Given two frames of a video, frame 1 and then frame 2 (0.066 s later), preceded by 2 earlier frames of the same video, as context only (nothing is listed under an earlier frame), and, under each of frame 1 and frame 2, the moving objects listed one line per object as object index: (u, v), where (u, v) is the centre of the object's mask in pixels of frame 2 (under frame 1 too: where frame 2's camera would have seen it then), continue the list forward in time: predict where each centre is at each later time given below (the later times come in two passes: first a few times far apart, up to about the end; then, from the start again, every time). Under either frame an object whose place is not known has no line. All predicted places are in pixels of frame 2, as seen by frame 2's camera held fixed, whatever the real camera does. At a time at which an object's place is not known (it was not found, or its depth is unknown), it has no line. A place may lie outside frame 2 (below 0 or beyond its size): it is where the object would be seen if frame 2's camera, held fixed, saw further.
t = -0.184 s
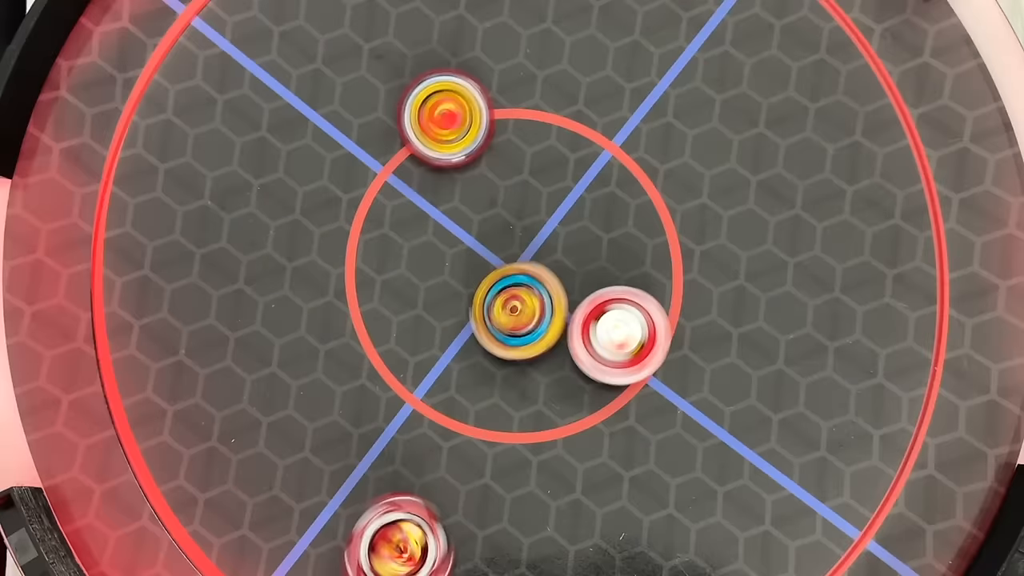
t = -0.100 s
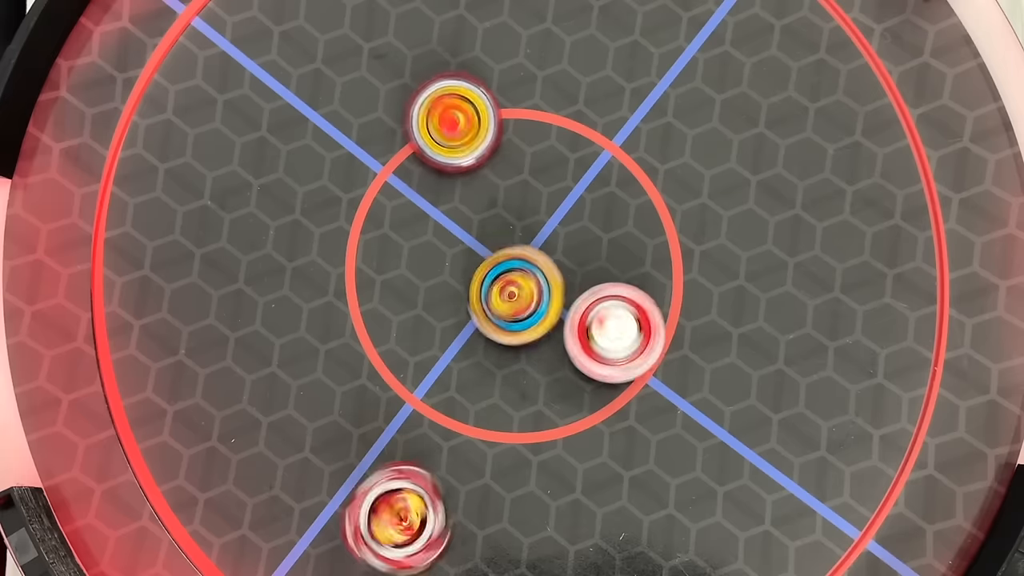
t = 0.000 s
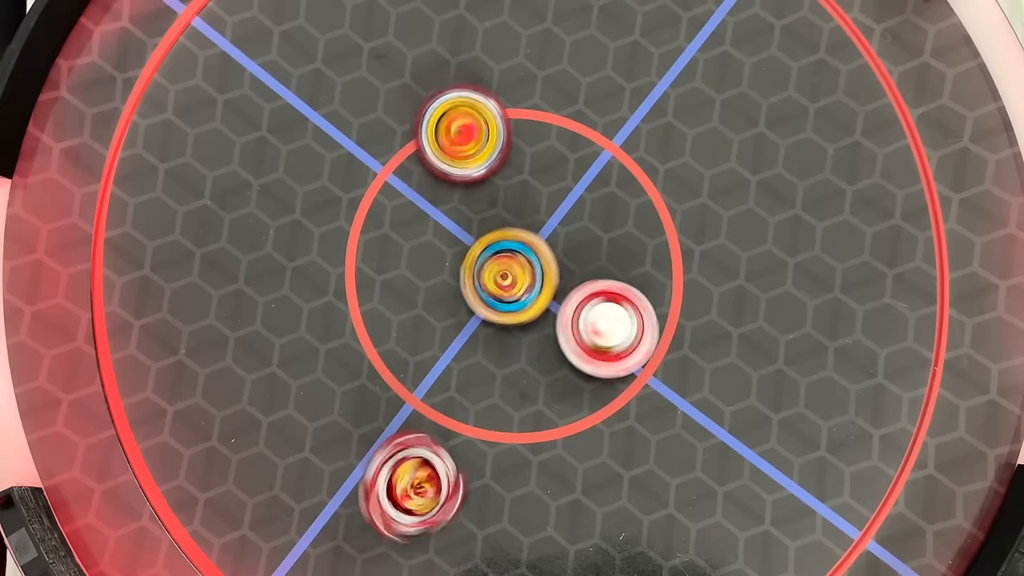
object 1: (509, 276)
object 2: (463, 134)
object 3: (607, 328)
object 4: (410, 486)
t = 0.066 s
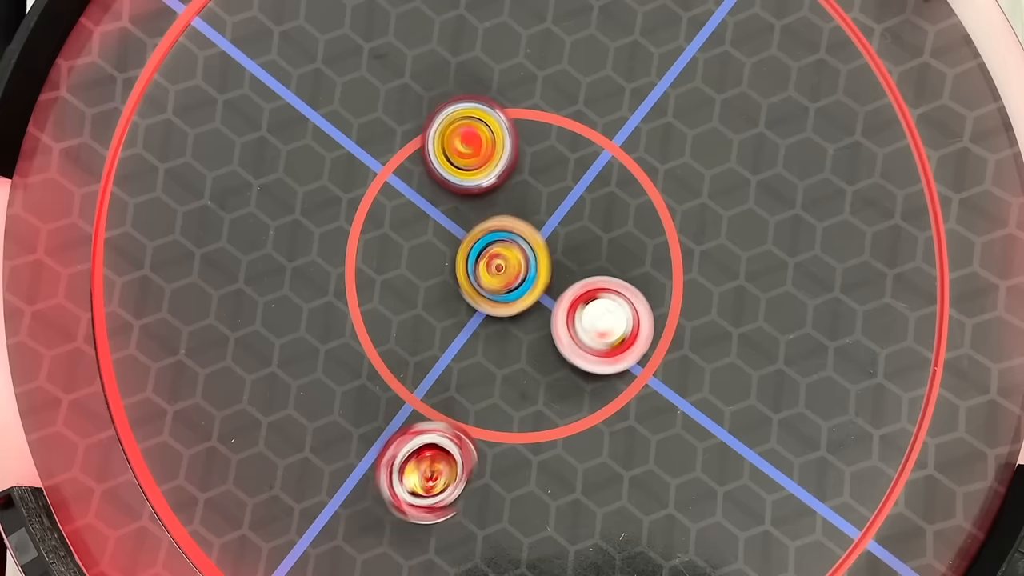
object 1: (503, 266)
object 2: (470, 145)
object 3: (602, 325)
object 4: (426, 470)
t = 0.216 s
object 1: (485, 262)
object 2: (487, 162)
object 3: (593, 315)
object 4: (459, 443)
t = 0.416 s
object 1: (476, 269)
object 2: (511, 183)
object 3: (583, 297)
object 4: (499, 417)
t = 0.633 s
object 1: (465, 300)
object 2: (541, 205)
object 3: (582, 305)
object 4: (495, 409)
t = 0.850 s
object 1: (462, 300)
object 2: (564, 219)
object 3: (577, 345)
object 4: (490, 401)
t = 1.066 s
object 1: (452, 270)
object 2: (579, 248)
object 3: (588, 344)
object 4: (529, 435)
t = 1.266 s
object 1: (456, 263)
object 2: (593, 208)
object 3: (618, 379)
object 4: (479, 468)
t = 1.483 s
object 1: (460, 256)
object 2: (560, 245)
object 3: (596, 416)
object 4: (462, 422)
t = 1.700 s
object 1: (449, 256)
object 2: (542, 289)
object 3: (579, 424)
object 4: (473, 365)
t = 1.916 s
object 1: (443, 251)
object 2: (541, 309)
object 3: (557, 407)
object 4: (459, 359)
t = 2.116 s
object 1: (423, 246)
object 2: (570, 283)
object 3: (572, 409)
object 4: (421, 338)
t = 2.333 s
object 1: (446, 218)
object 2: (608, 262)
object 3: (586, 380)
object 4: (404, 323)
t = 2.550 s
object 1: (511, 181)
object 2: (629, 251)
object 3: (612, 348)
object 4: (418, 320)
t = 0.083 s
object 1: (501, 263)
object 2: (472, 147)
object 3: (601, 324)
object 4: (428, 467)
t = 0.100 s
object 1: (499, 261)
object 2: (473, 151)
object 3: (600, 323)
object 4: (432, 463)
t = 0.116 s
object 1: (497, 259)
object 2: (475, 154)
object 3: (599, 322)
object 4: (436, 460)
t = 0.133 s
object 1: (495, 257)
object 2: (477, 159)
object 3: (598, 321)
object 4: (441, 456)
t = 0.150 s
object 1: (494, 256)
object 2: (478, 161)
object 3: (597, 320)
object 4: (444, 455)
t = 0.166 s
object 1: (492, 254)
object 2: (480, 164)
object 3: (596, 319)
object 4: (447, 450)
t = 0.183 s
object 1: (489, 257)
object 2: (482, 163)
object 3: (595, 317)
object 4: (451, 448)
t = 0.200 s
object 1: (488, 260)
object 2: (485, 162)
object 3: (594, 316)
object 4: (455, 445)
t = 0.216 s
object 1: (485, 262)
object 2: (487, 162)
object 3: (593, 315)
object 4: (459, 443)
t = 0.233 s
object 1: (485, 265)
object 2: (489, 162)
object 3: (592, 314)
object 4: (463, 441)
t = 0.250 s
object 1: (483, 265)
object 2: (491, 164)
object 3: (591, 312)
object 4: (466, 436)
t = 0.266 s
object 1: (481, 267)
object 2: (492, 164)
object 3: (590, 311)
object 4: (470, 435)
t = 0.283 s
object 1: (481, 267)
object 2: (495, 166)
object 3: (589, 309)
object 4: (474, 432)
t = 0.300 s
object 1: (479, 267)
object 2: (496, 168)
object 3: (588, 308)
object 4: (477, 431)
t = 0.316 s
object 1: (479, 267)
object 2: (498, 169)
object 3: (587, 307)
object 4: (480, 428)
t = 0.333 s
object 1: (478, 268)
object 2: (500, 171)
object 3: (587, 305)
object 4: (483, 425)
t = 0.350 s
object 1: (477, 268)
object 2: (502, 173)
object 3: (586, 304)
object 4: (487, 425)
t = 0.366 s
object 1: (477, 268)
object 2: (505, 176)
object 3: (585, 302)
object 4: (491, 422)
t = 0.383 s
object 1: (477, 268)
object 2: (506, 178)
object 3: (584, 300)
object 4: (493, 421)
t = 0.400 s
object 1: (477, 269)
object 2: (509, 180)
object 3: (584, 299)
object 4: (496, 419)
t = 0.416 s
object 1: (476, 269)
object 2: (511, 183)
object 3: (583, 297)
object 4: (499, 417)
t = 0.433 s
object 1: (476, 270)
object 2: (513, 185)
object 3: (582, 295)
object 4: (503, 416)
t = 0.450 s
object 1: (476, 270)
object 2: (516, 188)
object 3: (581, 294)
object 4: (505, 416)
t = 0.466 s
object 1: (476, 271)
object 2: (518, 190)
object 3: (581, 292)
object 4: (507, 415)
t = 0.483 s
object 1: (476, 273)
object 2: (522, 193)
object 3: (580, 291)
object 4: (507, 414)
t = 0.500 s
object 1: (475, 276)
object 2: (525, 195)
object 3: (580, 289)
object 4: (510, 414)
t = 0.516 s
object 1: (474, 279)
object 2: (528, 197)
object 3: (580, 288)
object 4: (511, 415)
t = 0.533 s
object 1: (473, 282)
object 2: (530, 200)
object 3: (579, 286)
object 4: (511, 415)
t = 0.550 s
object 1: (471, 285)
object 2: (532, 200)
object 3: (580, 287)
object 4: (510, 415)
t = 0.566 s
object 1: (471, 288)
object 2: (534, 201)
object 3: (582, 291)
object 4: (507, 414)
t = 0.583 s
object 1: (469, 291)
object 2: (534, 200)
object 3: (583, 295)
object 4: (505, 414)
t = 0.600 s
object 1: (467, 295)
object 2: (537, 201)
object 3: (583, 299)
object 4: (502, 413)
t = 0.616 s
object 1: (467, 297)
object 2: (538, 203)
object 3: (583, 302)
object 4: (499, 411)
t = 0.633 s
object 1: (465, 300)
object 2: (541, 205)
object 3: (582, 305)
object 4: (495, 409)
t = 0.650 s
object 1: (466, 303)
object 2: (542, 208)
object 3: (582, 307)
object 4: (492, 406)
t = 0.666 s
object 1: (465, 305)
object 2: (544, 211)
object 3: (581, 308)
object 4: (491, 405)
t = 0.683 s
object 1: (465, 308)
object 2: (547, 214)
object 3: (581, 308)
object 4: (490, 403)
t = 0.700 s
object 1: (466, 309)
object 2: (548, 216)
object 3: (580, 309)
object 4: (488, 401)
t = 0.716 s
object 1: (464, 308)
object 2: (550, 217)
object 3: (580, 311)
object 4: (487, 402)
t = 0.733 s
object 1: (464, 308)
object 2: (552, 217)
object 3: (580, 317)
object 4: (487, 402)
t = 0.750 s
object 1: (464, 306)
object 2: (553, 213)
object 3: (580, 323)
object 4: (485, 403)
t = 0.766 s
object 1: (463, 305)
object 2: (555, 212)
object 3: (579, 329)
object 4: (484, 403)
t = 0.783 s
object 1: (463, 303)
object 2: (557, 212)
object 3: (579, 334)
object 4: (485, 400)
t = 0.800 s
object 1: (463, 302)
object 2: (559, 212)
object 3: (578, 338)
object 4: (486, 401)
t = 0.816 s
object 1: (463, 302)
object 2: (561, 214)
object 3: (577, 342)
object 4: (487, 401)
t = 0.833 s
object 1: (463, 301)
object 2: (562, 216)
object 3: (577, 343)
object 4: (487, 400)
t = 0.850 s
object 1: (462, 300)
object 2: (564, 219)
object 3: (577, 345)
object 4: (490, 401)
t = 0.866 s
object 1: (459, 294)
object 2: (565, 222)
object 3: (576, 345)
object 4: (494, 409)
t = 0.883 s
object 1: (457, 288)
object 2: (566, 224)
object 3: (577, 345)
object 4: (496, 414)
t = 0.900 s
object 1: (455, 285)
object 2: (568, 227)
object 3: (577, 345)
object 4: (498, 415)
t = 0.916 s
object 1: (454, 280)
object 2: (569, 230)
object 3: (578, 345)
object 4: (502, 418)
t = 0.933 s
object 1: (452, 278)
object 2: (571, 232)
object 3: (578, 346)
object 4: (507, 421)
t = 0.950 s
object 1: (451, 276)
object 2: (572, 236)
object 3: (579, 346)
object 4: (511, 424)
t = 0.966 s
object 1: (451, 274)
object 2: (573, 238)
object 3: (579, 346)
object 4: (514, 425)
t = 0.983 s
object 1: (451, 273)
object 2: (574, 242)
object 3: (579, 346)
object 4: (518, 426)
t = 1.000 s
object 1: (451, 273)
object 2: (574, 245)
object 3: (580, 346)
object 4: (523, 427)
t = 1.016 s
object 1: (451, 272)
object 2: (575, 247)
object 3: (580, 346)
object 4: (528, 427)
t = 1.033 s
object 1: (451, 271)
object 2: (577, 248)
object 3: (581, 346)
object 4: (531, 427)
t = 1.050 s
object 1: (452, 271)
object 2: (577, 249)
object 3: (581, 348)
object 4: (534, 426)
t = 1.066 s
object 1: (452, 270)
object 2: (579, 248)
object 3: (588, 344)
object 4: (529, 435)
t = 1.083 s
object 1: (452, 270)
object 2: (582, 242)
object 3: (594, 345)
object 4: (522, 445)
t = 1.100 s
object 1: (454, 269)
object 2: (586, 234)
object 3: (600, 348)
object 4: (514, 451)
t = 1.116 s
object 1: (453, 268)
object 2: (589, 227)
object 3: (605, 351)
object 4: (507, 454)
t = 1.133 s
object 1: (454, 268)
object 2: (591, 222)
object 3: (609, 355)
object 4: (503, 457)
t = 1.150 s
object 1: (455, 267)
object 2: (593, 215)
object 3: (613, 358)
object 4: (499, 461)
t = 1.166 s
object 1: (455, 267)
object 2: (595, 212)
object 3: (614, 361)
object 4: (495, 464)
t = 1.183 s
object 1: (455, 267)
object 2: (595, 209)
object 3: (616, 364)
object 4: (492, 465)
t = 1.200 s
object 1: (456, 266)
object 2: (595, 207)
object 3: (617, 367)
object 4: (489, 467)
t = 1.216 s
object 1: (456, 265)
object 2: (596, 206)
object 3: (618, 370)
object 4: (487, 468)
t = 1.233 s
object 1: (456, 265)
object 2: (595, 207)
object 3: (618, 373)
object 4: (484, 468)
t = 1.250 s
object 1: (456, 264)
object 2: (595, 206)
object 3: (618, 376)
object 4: (482, 468)
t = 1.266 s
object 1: (456, 263)
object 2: (593, 208)
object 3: (618, 379)
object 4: (479, 468)
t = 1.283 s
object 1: (457, 263)
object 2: (591, 210)
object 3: (617, 383)
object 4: (479, 468)
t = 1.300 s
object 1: (457, 262)
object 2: (589, 213)
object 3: (616, 386)
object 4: (477, 467)
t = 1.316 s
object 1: (457, 261)
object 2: (587, 216)
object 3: (616, 390)
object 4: (474, 465)
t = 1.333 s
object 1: (458, 261)
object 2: (584, 219)
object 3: (614, 394)
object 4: (472, 464)
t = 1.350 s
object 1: (458, 260)
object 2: (582, 221)
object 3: (613, 398)
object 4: (469, 462)
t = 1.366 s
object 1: (458, 260)
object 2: (580, 224)
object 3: (611, 401)
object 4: (466, 458)
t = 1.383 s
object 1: (459, 260)
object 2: (577, 228)
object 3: (609, 404)
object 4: (464, 453)
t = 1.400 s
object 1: (459, 259)
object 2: (574, 230)
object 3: (607, 407)
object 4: (462, 448)
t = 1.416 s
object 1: (459, 259)
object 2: (572, 234)
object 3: (605, 409)
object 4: (461, 443)
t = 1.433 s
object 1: (460, 258)
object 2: (569, 237)
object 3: (603, 411)
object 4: (460, 438)
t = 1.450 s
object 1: (459, 257)
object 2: (566, 239)
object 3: (601, 413)
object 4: (460, 432)
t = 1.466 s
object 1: (459, 258)
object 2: (562, 243)
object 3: (598, 415)
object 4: (461, 427)
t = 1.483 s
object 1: (460, 256)
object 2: (560, 245)
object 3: (596, 416)
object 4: (462, 422)
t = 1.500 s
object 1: (460, 256)
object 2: (557, 248)
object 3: (593, 418)
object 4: (465, 418)
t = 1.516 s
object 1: (460, 257)
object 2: (554, 252)
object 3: (591, 418)
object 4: (468, 414)
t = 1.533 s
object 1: (459, 255)
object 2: (552, 255)
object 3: (589, 419)
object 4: (469, 412)
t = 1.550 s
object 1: (457, 255)
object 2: (551, 259)
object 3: (586, 420)
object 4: (472, 408)
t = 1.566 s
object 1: (457, 256)
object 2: (549, 263)
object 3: (584, 420)
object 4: (474, 405)
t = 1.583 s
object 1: (456, 255)
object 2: (547, 265)
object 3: (582, 420)
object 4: (477, 402)
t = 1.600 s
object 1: (454, 255)
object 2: (546, 269)
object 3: (579, 420)
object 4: (479, 399)
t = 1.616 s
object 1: (454, 256)
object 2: (545, 273)
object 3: (580, 421)
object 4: (477, 395)
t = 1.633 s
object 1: (453, 256)
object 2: (544, 276)
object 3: (582, 423)
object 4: (475, 389)
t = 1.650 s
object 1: (453, 257)
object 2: (543, 279)
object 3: (582, 424)
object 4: (472, 382)
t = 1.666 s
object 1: (454, 257)
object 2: (541, 283)
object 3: (582, 425)
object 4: (473, 375)
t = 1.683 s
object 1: (451, 257)
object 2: (541, 285)
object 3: (581, 425)
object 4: (472, 370)
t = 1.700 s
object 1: (449, 256)
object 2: (542, 289)
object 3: (579, 424)
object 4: (473, 365)
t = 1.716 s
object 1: (447, 256)
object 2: (542, 292)
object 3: (578, 423)
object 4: (474, 361)
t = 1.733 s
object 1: (446, 257)
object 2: (543, 294)
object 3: (577, 422)
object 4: (473, 356)
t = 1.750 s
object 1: (444, 257)
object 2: (544, 296)
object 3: (575, 421)
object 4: (470, 353)
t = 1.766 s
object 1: (444, 256)
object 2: (545, 299)
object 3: (574, 420)
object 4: (468, 349)
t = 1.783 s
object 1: (444, 256)
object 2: (545, 300)
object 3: (573, 419)
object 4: (468, 346)
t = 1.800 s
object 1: (444, 255)
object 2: (546, 302)
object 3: (571, 417)
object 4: (466, 346)
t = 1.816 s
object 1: (443, 253)
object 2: (545, 305)
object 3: (570, 415)
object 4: (465, 348)
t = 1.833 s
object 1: (442, 252)
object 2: (544, 307)
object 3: (568, 414)
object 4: (463, 349)
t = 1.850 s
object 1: (442, 251)
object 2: (544, 309)
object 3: (566, 411)
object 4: (463, 351)
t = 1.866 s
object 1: (443, 251)
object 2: (543, 312)
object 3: (564, 409)
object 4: (462, 354)
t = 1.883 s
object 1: (442, 251)
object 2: (541, 314)
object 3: (563, 407)
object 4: (459, 357)
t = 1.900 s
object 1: (443, 251)
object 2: (540, 313)
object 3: (560, 406)
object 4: (458, 358)
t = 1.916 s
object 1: (443, 251)
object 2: (541, 309)
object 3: (557, 407)
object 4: (459, 359)
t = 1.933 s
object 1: (443, 251)
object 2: (538, 305)
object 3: (554, 408)
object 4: (461, 362)
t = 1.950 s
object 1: (444, 252)
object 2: (536, 301)
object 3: (551, 406)
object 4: (462, 366)
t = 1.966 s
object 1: (445, 251)
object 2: (534, 297)
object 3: (552, 408)
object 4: (458, 367)
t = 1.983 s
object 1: (445, 251)
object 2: (532, 295)
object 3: (557, 410)
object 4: (449, 365)
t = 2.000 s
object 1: (441, 250)
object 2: (536, 293)
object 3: (561, 412)
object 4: (443, 362)
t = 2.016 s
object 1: (434, 248)
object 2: (542, 292)
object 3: (563, 413)
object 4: (436, 357)
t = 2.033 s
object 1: (430, 247)
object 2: (549, 292)
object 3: (566, 414)
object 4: (431, 353)
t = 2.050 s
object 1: (427, 246)
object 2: (554, 291)
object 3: (568, 414)
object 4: (429, 349)
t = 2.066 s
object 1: (425, 245)
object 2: (558, 288)
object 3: (569, 413)
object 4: (426, 346)
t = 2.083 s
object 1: (423, 245)
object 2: (563, 287)
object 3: (570, 412)
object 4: (424, 343)
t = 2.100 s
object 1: (422, 246)
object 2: (567, 285)
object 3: (571, 411)
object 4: (422, 339)
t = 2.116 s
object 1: (423, 246)
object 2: (570, 283)
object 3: (572, 409)
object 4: (421, 338)
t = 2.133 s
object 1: (424, 246)
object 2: (574, 280)
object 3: (572, 408)
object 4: (421, 333)
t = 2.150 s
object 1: (424, 246)
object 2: (578, 279)
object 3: (573, 407)
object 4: (421, 332)
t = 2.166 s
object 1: (427, 242)
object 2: (580, 277)
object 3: (573, 405)
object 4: (419, 332)
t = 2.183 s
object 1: (429, 237)
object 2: (583, 275)
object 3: (575, 404)
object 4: (416, 332)
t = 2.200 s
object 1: (430, 234)
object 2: (586, 274)
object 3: (576, 402)
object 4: (414, 331)
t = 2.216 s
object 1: (432, 232)
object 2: (589, 272)
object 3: (576, 400)
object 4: (412, 330)
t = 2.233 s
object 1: (434, 230)
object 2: (592, 270)
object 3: (577, 397)
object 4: (411, 328)
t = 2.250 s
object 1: (435, 228)
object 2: (596, 268)
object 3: (578, 395)
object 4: (409, 327)
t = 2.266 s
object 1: (436, 228)
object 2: (598, 268)
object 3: (580, 392)
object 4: (408, 325)
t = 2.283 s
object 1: (439, 228)
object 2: (600, 266)
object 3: (581, 389)
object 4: (407, 323)
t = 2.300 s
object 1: (441, 226)
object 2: (603, 264)
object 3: (583, 386)
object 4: (407, 320)
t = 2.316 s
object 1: (443, 221)
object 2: (606, 263)
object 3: (584, 384)
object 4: (405, 322)
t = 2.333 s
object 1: (446, 218)
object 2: (608, 262)
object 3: (586, 380)
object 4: (404, 323)
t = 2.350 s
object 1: (451, 213)
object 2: (611, 261)
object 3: (588, 377)
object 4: (404, 324)
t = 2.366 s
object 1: (455, 210)
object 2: (613, 260)
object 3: (590, 375)
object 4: (404, 325)
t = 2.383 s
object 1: (460, 208)
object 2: (614, 259)
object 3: (592, 372)
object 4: (404, 325)
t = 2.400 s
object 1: (467, 205)
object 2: (616, 257)
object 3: (594, 369)
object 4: (404, 324)
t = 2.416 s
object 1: (472, 202)
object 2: (618, 256)
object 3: (596, 366)
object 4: (404, 323)
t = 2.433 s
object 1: (477, 200)
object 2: (620, 256)
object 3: (598, 364)
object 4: (405, 323)
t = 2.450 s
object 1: (483, 197)
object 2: (622, 255)
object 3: (600, 361)
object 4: (406, 322)
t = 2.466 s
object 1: (489, 194)
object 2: (623, 254)
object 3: (603, 359)
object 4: (406, 322)
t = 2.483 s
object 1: (493, 191)
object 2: (624, 253)
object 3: (604, 357)
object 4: (408, 321)
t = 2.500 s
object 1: (498, 189)
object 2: (626, 253)
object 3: (606, 354)
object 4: (410, 321)
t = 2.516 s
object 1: (503, 186)
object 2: (626, 252)
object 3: (609, 352)
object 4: (412, 321)
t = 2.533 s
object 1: (508, 183)
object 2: (628, 251)
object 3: (611, 350)
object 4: (415, 320)
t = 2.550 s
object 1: (511, 181)
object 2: (629, 251)
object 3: (612, 348)
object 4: (418, 320)
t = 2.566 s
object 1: (516, 178)
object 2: (629, 250)
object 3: (615, 346)
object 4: (422, 320)
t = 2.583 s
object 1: (520, 175)
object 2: (630, 250)
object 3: (616, 345)
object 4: (426, 320)
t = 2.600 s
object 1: (523, 173)
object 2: (632, 249)
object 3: (616, 344)
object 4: (430, 319)
